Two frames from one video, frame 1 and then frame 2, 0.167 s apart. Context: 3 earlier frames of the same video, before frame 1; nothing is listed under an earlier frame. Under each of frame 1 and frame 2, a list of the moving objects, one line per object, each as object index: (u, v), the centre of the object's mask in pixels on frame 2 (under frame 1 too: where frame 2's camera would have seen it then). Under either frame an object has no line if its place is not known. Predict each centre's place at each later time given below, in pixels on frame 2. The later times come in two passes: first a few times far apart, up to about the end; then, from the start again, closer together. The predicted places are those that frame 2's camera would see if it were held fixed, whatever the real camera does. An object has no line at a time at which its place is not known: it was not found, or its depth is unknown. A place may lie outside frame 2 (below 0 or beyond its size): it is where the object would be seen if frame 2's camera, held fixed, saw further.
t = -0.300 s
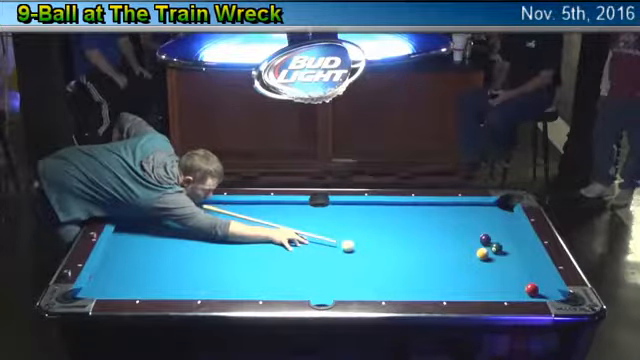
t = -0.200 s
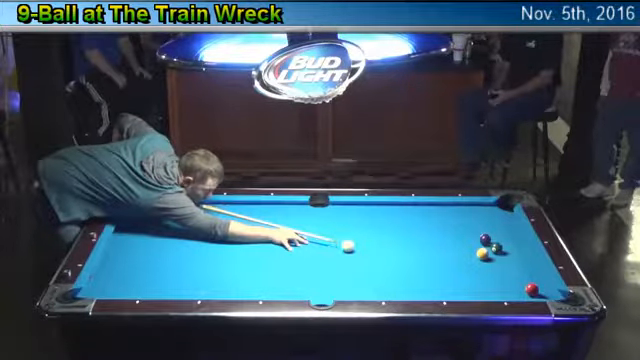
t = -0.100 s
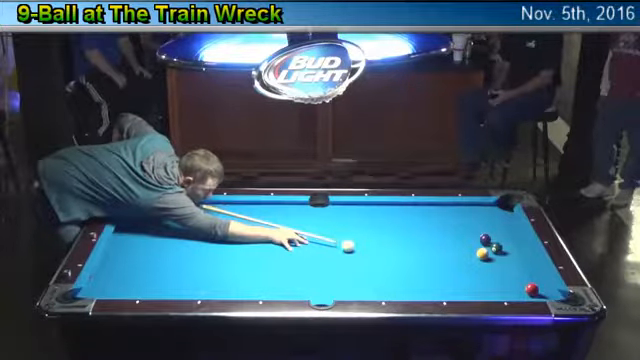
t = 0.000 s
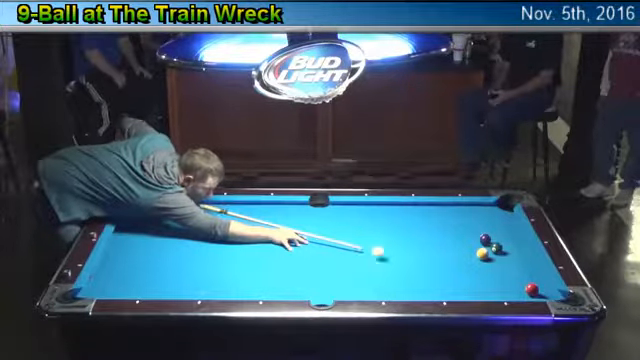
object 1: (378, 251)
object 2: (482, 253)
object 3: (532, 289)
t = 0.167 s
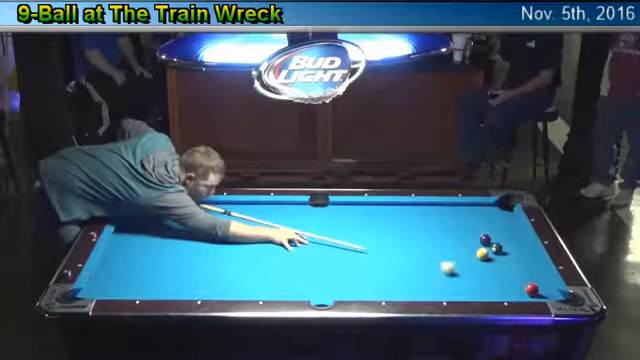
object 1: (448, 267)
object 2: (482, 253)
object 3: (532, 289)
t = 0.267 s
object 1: (483, 275)
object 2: (482, 253)
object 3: (532, 289)
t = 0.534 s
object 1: (543, 278)
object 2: (482, 253)
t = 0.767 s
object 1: (516, 268)
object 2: (482, 253)
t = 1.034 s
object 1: (489, 259)
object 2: (480, 252)
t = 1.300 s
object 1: (479, 257)
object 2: (471, 246)
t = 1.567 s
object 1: (468, 256)
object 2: (461, 238)
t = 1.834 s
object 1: (460, 255)
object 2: (453, 232)
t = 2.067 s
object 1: (454, 255)
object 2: (447, 228)
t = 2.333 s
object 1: (448, 254)
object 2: (441, 223)
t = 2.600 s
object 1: (443, 254)
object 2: (437, 220)
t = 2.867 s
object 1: (441, 255)
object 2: (432, 215)
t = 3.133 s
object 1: (439, 255)
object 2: (428, 213)
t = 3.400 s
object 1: (439, 255)
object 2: (426, 211)
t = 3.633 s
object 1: (439, 255)
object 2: (424, 209)
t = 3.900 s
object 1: (439, 255)
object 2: (422, 208)
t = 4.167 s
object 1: (439, 255)
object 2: (421, 207)
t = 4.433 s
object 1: (439, 255)
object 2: (421, 207)
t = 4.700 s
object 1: (438, 255)
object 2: (421, 206)
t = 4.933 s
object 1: (438, 255)
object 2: (422, 206)
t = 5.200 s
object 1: (438, 255)
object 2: (421, 207)
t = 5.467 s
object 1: (438, 255)
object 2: (421, 206)
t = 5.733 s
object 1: (439, 255)
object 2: (421, 206)
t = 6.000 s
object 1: (438, 255)
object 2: (421, 206)
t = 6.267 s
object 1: (439, 255)
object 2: (422, 206)
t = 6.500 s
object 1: (439, 255)
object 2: (422, 207)
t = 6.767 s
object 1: (439, 255)
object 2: (421, 206)
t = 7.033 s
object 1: (439, 255)
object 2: (421, 206)
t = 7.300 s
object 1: (439, 255)
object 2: (421, 206)
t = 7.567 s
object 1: (439, 255)
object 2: (422, 207)
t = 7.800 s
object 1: (439, 255)
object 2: (422, 207)
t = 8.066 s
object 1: (439, 255)
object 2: (421, 207)
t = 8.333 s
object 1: (439, 255)
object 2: (421, 207)
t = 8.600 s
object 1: (439, 255)
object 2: (421, 206)
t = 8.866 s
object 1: (439, 255)
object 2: (421, 207)
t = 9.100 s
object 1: (439, 255)
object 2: (421, 207)
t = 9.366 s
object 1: (439, 255)
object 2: (421, 207)
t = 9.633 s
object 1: (439, 255)
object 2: (421, 207)
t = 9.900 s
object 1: (438, 255)
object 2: (421, 207)
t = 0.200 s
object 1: (459, 270)
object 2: (482, 253)
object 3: (532, 289)
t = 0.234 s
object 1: (472, 273)
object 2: (482, 253)
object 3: (532, 289)
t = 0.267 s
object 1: (483, 275)
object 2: (482, 253)
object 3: (532, 289)
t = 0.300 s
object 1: (494, 278)
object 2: (482, 253)
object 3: (532, 289)
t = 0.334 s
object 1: (505, 280)
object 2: (482, 253)
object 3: (532, 289)
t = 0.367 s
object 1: (517, 281)
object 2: (482, 253)
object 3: (532, 289)
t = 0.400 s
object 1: (523, 282)
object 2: (482, 253)
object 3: (535, 292)
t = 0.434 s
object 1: (529, 281)
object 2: (482, 253)
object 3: (542, 293)
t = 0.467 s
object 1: (534, 280)
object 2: (482, 253)
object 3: (546, 294)
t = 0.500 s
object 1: (540, 279)
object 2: (482, 253)
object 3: (555, 298)
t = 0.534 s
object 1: (543, 278)
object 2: (482, 253)
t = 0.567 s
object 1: (538, 277)
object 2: (482, 253)
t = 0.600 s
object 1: (534, 275)
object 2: (482, 253)
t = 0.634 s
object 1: (530, 274)
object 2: (482, 253)
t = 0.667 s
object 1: (526, 272)
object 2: (482, 253)
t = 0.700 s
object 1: (522, 271)
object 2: (482, 253)
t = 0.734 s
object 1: (519, 269)
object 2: (482, 253)
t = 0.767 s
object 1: (516, 268)
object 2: (482, 253)
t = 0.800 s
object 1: (512, 266)
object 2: (482, 253)
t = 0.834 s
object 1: (508, 265)
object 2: (482, 253)
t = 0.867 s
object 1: (505, 264)
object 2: (482, 253)
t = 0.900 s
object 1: (502, 263)
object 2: (482, 253)
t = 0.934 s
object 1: (498, 262)
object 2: (482, 253)
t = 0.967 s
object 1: (495, 261)
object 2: (482, 253)
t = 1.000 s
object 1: (491, 260)
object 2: (481, 253)
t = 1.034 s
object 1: (489, 259)
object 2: (480, 252)
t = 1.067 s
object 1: (488, 258)
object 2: (479, 251)
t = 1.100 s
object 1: (487, 258)
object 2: (478, 250)
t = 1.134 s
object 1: (485, 258)
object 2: (476, 249)
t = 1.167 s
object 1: (483, 258)
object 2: (475, 248)
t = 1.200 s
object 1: (482, 258)
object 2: (474, 248)
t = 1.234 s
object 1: (481, 258)
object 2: (473, 247)
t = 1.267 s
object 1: (480, 257)
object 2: (472, 246)
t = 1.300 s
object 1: (479, 257)
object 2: (471, 246)
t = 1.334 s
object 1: (477, 257)
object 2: (469, 243)
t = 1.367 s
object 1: (476, 257)
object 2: (468, 243)
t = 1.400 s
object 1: (474, 257)
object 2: (467, 242)
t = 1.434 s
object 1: (473, 257)
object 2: (465, 241)
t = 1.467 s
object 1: (472, 256)
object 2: (464, 240)
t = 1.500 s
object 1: (470, 257)
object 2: (463, 240)
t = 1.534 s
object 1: (469, 256)
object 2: (462, 238)
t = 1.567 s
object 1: (468, 256)
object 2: (461, 238)
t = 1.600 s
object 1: (467, 256)
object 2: (460, 237)
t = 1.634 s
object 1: (466, 256)
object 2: (459, 236)
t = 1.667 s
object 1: (464, 256)
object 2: (458, 235)
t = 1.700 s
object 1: (464, 255)
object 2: (457, 235)
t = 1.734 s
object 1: (463, 256)
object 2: (456, 234)
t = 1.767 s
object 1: (462, 256)
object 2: (455, 233)
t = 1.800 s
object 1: (461, 256)
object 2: (454, 233)
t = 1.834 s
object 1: (460, 255)
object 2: (453, 232)
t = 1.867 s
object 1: (459, 256)
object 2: (452, 232)
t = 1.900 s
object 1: (458, 256)
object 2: (452, 231)
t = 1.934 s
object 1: (458, 256)
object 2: (451, 230)
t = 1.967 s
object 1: (456, 255)
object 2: (451, 229)
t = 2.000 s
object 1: (456, 255)
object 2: (449, 229)
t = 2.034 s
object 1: (455, 255)
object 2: (448, 228)
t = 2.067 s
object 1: (454, 255)
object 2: (447, 228)
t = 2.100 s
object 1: (453, 255)
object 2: (446, 227)
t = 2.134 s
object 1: (452, 255)
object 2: (445, 226)
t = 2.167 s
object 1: (452, 255)
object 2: (445, 226)
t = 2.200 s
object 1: (450, 255)
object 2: (444, 224)
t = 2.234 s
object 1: (450, 255)
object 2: (444, 224)
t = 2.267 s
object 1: (449, 255)
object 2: (443, 224)
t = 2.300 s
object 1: (448, 255)
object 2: (442, 224)
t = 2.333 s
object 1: (448, 254)
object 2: (441, 223)
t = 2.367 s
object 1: (448, 254)
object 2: (441, 223)
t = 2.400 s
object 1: (447, 254)
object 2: (440, 222)
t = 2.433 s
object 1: (446, 254)
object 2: (440, 222)
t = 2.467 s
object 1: (446, 254)
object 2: (439, 221)
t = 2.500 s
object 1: (445, 254)
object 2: (438, 221)
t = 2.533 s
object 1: (444, 254)
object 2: (438, 221)
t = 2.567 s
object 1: (443, 254)
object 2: (437, 219)
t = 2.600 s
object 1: (443, 254)
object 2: (437, 220)
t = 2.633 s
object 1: (443, 254)
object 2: (436, 219)
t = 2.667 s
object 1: (442, 254)
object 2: (435, 218)
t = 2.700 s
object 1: (442, 254)
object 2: (435, 218)
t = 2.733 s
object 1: (442, 254)
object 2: (434, 217)
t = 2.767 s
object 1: (442, 254)
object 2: (433, 217)
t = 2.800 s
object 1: (442, 254)
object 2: (433, 217)
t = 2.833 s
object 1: (441, 255)
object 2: (432, 216)
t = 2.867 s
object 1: (441, 255)
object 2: (432, 215)
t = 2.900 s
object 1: (440, 255)
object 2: (431, 216)
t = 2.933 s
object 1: (440, 255)
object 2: (431, 215)
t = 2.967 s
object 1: (440, 255)
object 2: (431, 215)
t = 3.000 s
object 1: (440, 255)
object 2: (430, 214)
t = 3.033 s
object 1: (440, 255)
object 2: (430, 214)
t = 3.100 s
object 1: (440, 255)
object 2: (429, 214)
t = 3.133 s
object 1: (439, 255)
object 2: (428, 213)
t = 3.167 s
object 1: (439, 255)
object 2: (428, 213)
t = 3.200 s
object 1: (440, 255)
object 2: (428, 213)
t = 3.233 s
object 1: (439, 255)
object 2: (428, 213)
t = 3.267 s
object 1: (439, 255)
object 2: (427, 212)
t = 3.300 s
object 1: (439, 255)
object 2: (427, 212)
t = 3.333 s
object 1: (439, 255)
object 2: (427, 212)
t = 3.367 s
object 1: (439, 255)
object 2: (426, 211)
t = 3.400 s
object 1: (439, 255)
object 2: (426, 211)
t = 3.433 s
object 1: (439, 255)
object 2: (426, 211)
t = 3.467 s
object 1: (439, 255)
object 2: (426, 211)
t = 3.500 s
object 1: (438, 255)
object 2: (425, 211)
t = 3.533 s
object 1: (439, 255)
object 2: (425, 210)
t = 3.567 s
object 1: (439, 254)
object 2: (425, 210)
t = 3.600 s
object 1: (439, 255)
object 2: (425, 210)
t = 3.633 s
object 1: (439, 255)
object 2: (424, 209)
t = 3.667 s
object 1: (439, 255)
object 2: (424, 209)
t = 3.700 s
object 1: (439, 255)
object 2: (423, 209)
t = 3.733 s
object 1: (439, 255)
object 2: (423, 209)
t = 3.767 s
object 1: (439, 255)
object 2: (423, 209)
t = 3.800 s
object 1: (439, 255)
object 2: (423, 209)
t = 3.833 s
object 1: (439, 255)
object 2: (422, 208)
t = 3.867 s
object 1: (439, 255)
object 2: (422, 208)
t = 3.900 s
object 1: (439, 255)
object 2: (422, 208)
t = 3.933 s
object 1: (439, 255)
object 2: (422, 208)
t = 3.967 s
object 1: (439, 255)
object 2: (422, 208)
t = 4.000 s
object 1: (439, 255)
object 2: (422, 207)
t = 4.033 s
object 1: (439, 255)
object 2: (421, 207)
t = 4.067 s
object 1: (439, 255)
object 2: (421, 207)
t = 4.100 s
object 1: (439, 255)
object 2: (421, 207)
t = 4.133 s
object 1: (439, 255)
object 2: (421, 207)
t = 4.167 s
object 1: (439, 255)
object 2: (421, 207)
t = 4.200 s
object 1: (439, 255)
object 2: (421, 207)
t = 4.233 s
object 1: (439, 255)
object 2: (421, 207)
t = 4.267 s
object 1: (438, 255)
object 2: (421, 207)
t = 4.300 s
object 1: (438, 255)
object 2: (421, 207)
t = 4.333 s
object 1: (438, 255)
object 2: (421, 207)
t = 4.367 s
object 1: (439, 255)
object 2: (421, 207)
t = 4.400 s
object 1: (438, 255)
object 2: (421, 207)
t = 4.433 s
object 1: (439, 255)
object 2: (421, 207)
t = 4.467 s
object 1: (438, 255)
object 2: (421, 206)
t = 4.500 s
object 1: (438, 255)
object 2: (421, 206)
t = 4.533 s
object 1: (438, 255)
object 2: (422, 206)
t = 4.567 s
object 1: (438, 255)
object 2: (421, 206)
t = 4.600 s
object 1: (438, 255)
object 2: (421, 207)
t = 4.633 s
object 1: (438, 255)
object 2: (421, 207)
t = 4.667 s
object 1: (438, 255)
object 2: (422, 206)
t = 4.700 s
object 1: (438, 255)
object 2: (421, 206)
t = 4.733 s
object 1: (438, 255)
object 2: (421, 206)
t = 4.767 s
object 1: (438, 255)
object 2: (421, 206)
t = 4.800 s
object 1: (438, 255)
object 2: (421, 206)
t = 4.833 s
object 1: (438, 255)
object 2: (421, 206)
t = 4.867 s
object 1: (438, 255)
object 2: (421, 206)
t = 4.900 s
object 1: (438, 255)
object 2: (421, 206)
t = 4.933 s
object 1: (438, 255)
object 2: (422, 206)
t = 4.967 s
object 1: (438, 255)
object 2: (421, 206)
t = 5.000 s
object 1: (438, 255)
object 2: (421, 207)
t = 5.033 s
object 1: (438, 255)
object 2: (421, 207)
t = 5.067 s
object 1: (438, 255)
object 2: (421, 207)
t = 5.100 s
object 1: (438, 255)
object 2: (421, 207)
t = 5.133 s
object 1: (438, 255)
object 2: (421, 207)
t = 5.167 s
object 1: (438, 255)
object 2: (421, 207)
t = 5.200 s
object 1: (438, 255)
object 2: (421, 207)
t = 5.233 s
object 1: (438, 255)
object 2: (421, 207)
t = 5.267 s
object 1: (439, 255)
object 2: (421, 207)
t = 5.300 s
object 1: (438, 255)
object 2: (421, 207)
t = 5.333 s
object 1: (438, 255)
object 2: (421, 207)
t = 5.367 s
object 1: (438, 255)
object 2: (421, 207)
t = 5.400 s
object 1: (439, 255)
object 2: (421, 206)
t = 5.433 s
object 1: (439, 255)
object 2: (421, 206)
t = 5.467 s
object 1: (438, 255)
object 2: (421, 206)
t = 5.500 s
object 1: (439, 255)
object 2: (421, 206)
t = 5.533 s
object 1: (439, 255)
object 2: (421, 206)
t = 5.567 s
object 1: (439, 255)
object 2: (421, 207)
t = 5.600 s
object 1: (439, 255)
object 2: (421, 206)
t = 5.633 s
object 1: (439, 255)
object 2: (421, 206)
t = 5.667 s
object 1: (439, 255)
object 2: (421, 206)
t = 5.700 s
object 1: (438, 255)
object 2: (421, 207)
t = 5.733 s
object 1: (439, 255)
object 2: (421, 206)
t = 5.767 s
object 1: (439, 255)
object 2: (421, 206)
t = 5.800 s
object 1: (439, 255)
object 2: (421, 206)
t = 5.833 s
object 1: (438, 255)
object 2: (421, 207)
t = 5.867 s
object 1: (438, 255)
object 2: (421, 207)
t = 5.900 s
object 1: (439, 255)
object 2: (421, 207)
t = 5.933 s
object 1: (439, 255)
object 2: (421, 206)
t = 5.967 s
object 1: (439, 255)
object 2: (421, 206)
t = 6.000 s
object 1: (438, 255)
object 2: (421, 206)
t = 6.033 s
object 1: (438, 255)
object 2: (421, 207)
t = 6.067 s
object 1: (439, 255)
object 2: (421, 206)
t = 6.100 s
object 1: (439, 255)
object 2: (421, 206)
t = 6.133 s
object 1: (439, 255)
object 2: (422, 206)
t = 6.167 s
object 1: (439, 255)
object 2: (421, 206)
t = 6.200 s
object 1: (439, 255)
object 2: (421, 206)
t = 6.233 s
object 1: (439, 255)
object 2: (422, 206)
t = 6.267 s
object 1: (439, 255)
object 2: (422, 206)
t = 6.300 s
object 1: (439, 255)
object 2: (422, 206)
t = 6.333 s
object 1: (439, 255)
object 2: (422, 206)
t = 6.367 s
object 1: (439, 255)
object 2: (421, 207)
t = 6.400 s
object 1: (439, 255)
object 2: (421, 206)
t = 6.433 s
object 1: (439, 255)
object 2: (422, 206)
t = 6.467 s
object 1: (439, 255)
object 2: (422, 206)
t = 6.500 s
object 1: (439, 255)
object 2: (422, 207)
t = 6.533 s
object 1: (439, 255)
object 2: (422, 207)
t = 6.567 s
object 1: (439, 255)
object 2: (422, 207)
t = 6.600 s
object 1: (439, 255)
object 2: (421, 207)
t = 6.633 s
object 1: (439, 255)
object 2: (421, 207)
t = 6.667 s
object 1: (439, 255)
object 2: (421, 206)
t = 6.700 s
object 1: (439, 255)
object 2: (421, 206)
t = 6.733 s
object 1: (439, 255)
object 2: (421, 207)
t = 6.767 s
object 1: (439, 255)
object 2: (421, 206)
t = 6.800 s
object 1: (439, 255)
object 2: (421, 206)
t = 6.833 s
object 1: (439, 255)
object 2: (421, 206)
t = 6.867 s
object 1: (439, 255)
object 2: (421, 206)
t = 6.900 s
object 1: (439, 255)
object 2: (421, 207)
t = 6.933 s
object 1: (439, 255)
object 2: (421, 206)
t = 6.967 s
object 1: (439, 255)
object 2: (421, 206)
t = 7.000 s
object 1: (439, 255)
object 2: (421, 207)
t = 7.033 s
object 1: (439, 255)
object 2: (421, 206)
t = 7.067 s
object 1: (439, 255)
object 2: (421, 206)
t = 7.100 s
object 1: (439, 255)
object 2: (421, 206)
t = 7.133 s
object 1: (439, 255)
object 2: (421, 206)
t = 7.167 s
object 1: (439, 255)
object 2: (421, 206)
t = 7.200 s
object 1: (439, 255)
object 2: (421, 206)
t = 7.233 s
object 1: (439, 254)
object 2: (422, 206)
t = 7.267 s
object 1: (439, 254)
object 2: (421, 206)
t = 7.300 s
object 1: (439, 255)
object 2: (421, 206)
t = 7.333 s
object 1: (439, 255)
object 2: (422, 207)
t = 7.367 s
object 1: (439, 255)
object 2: (421, 207)
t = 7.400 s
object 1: (439, 255)
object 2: (422, 206)
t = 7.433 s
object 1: (439, 254)
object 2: (421, 207)
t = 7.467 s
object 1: (439, 254)
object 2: (422, 206)
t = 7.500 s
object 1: (439, 254)
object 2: (422, 206)
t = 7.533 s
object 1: (439, 255)
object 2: (422, 207)
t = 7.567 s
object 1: (439, 255)
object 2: (422, 207)
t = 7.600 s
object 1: (439, 255)
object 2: (422, 207)
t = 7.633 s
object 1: (439, 255)
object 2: (422, 207)
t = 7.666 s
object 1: (439, 255)
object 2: (422, 207)
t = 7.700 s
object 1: (439, 255)
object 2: (422, 207)
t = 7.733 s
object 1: (439, 255)
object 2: (422, 207)
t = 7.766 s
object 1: (439, 255)
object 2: (422, 207)
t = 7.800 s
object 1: (439, 255)
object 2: (422, 207)
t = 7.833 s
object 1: (439, 255)
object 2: (422, 207)
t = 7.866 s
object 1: (439, 255)
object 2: (422, 207)
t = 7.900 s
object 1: (439, 255)
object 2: (421, 207)
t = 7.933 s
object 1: (439, 255)
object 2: (421, 207)
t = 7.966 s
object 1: (439, 255)
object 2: (421, 207)
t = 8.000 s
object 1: (439, 255)
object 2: (421, 207)
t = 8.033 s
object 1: (439, 255)
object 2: (421, 207)
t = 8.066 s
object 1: (439, 255)
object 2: (421, 207)
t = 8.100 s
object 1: (439, 255)
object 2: (421, 207)
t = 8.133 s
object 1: (439, 255)
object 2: (421, 207)
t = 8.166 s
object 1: (439, 255)
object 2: (421, 207)
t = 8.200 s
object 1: (439, 255)
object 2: (421, 207)
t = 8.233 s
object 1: (439, 255)
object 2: (421, 207)
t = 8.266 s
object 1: (439, 255)
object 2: (421, 207)
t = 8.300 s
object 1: (439, 255)
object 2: (421, 207)
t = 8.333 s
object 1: (439, 255)
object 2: (421, 207)
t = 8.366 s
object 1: (439, 255)
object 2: (421, 207)
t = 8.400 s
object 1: (439, 255)
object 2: (422, 207)
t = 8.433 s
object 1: (439, 255)
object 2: (421, 207)
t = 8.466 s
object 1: (439, 255)
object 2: (422, 207)
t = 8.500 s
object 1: (439, 255)
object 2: (421, 207)
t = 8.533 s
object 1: (439, 255)
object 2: (422, 207)
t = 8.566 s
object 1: (439, 255)
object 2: (421, 207)
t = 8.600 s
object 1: (439, 255)
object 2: (421, 206)
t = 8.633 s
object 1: (439, 255)
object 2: (421, 206)
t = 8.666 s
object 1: (439, 255)
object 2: (421, 207)
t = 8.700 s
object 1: (439, 255)
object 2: (421, 206)
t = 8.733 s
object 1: (439, 255)
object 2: (421, 207)
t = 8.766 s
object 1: (439, 255)
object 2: (422, 207)
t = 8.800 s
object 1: (438, 255)
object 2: (422, 207)
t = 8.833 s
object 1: (439, 255)
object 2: (421, 207)
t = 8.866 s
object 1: (439, 255)
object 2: (421, 207)
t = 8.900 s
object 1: (439, 255)
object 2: (422, 207)
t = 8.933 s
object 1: (439, 255)
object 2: (421, 207)
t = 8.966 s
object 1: (439, 255)
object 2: (422, 206)
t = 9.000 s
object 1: (439, 255)
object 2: (421, 207)
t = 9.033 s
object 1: (439, 255)
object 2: (421, 207)
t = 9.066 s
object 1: (439, 255)
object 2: (421, 207)
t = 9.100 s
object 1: (439, 255)
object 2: (421, 207)
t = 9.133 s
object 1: (439, 255)
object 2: (421, 207)
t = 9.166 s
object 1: (439, 255)
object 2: (421, 207)
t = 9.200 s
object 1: (439, 255)
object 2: (421, 207)
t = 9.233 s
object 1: (439, 255)
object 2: (421, 207)
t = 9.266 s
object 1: (439, 255)
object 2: (421, 207)
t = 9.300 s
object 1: (439, 255)
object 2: (422, 207)
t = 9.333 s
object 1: (439, 255)
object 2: (421, 207)
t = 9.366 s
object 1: (439, 255)
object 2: (421, 207)
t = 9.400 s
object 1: (439, 255)
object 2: (421, 207)
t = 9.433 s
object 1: (439, 255)
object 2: (421, 207)
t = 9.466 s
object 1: (439, 255)
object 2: (421, 207)
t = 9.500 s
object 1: (438, 255)
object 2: (421, 207)
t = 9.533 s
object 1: (439, 255)
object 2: (421, 207)
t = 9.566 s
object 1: (439, 255)
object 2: (421, 207)
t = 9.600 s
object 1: (439, 255)
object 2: (421, 207)
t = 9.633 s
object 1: (439, 255)
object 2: (421, 207)
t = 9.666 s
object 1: (439, 255)
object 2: (421, 207)
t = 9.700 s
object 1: (439, 255)
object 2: (421, 207)
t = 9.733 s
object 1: (439, 255)
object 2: (421, 207)
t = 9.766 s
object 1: (439, 255)
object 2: (421, 207)
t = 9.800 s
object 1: (438, 255)
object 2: (421, 207)
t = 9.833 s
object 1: (438, 255)
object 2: (421, 207)
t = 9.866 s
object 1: (438, 255)
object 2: (421, 207)
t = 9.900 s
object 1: (438, 255)
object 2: (421, 207)
